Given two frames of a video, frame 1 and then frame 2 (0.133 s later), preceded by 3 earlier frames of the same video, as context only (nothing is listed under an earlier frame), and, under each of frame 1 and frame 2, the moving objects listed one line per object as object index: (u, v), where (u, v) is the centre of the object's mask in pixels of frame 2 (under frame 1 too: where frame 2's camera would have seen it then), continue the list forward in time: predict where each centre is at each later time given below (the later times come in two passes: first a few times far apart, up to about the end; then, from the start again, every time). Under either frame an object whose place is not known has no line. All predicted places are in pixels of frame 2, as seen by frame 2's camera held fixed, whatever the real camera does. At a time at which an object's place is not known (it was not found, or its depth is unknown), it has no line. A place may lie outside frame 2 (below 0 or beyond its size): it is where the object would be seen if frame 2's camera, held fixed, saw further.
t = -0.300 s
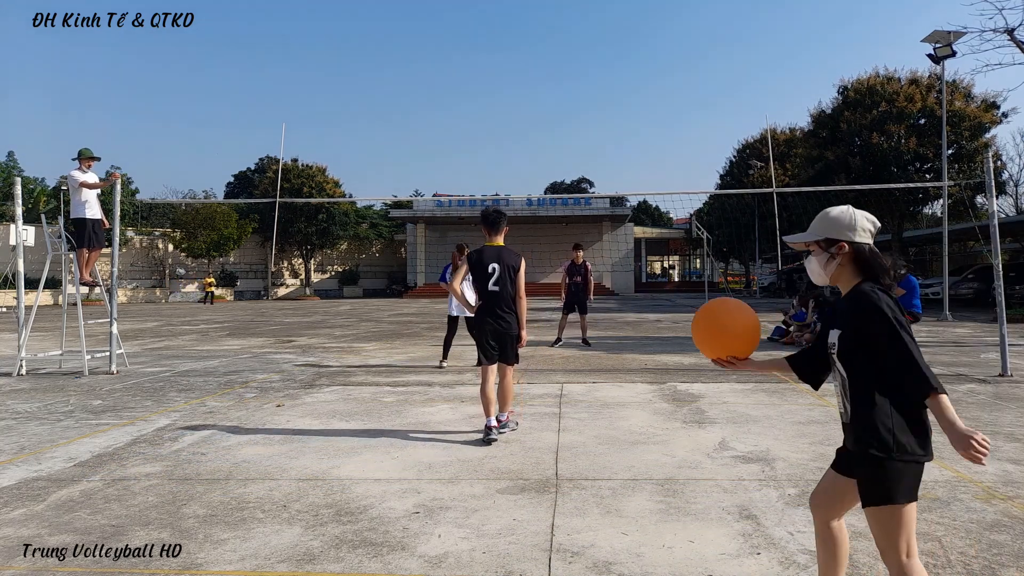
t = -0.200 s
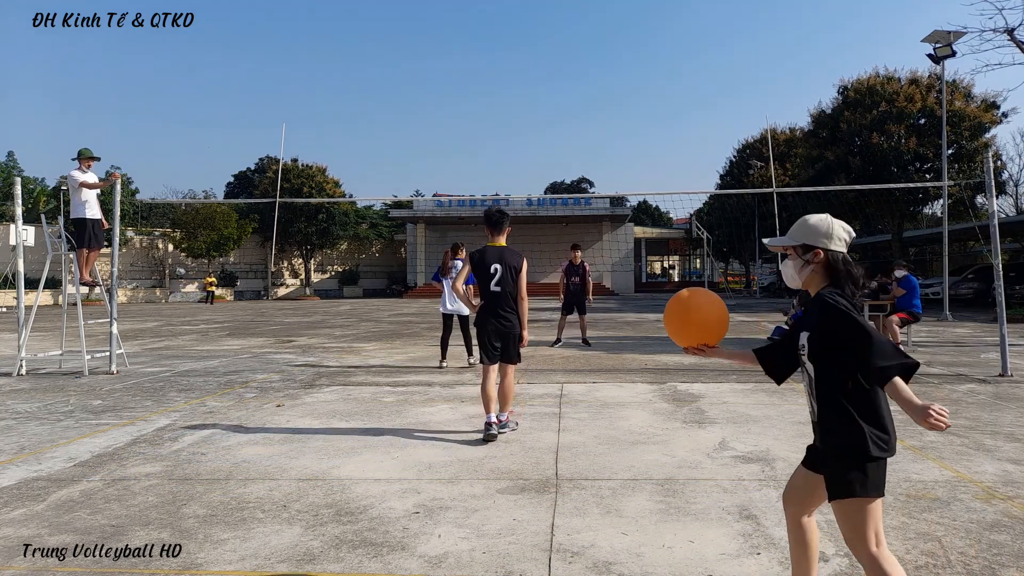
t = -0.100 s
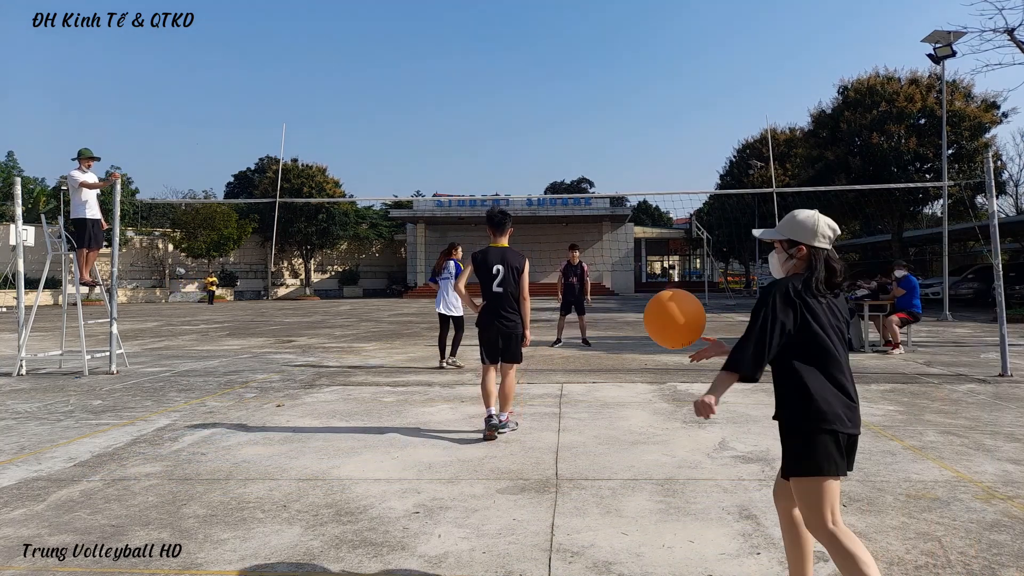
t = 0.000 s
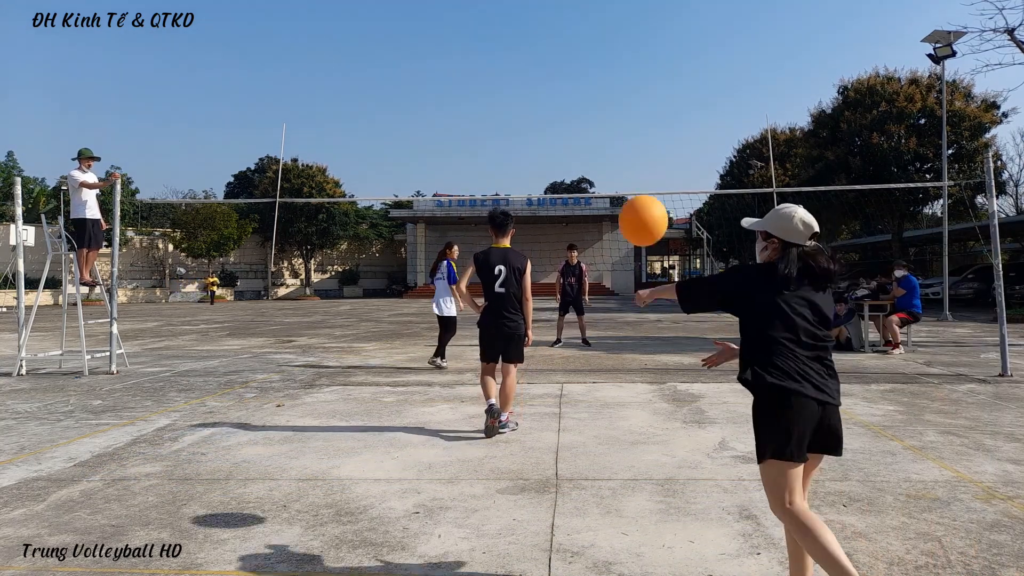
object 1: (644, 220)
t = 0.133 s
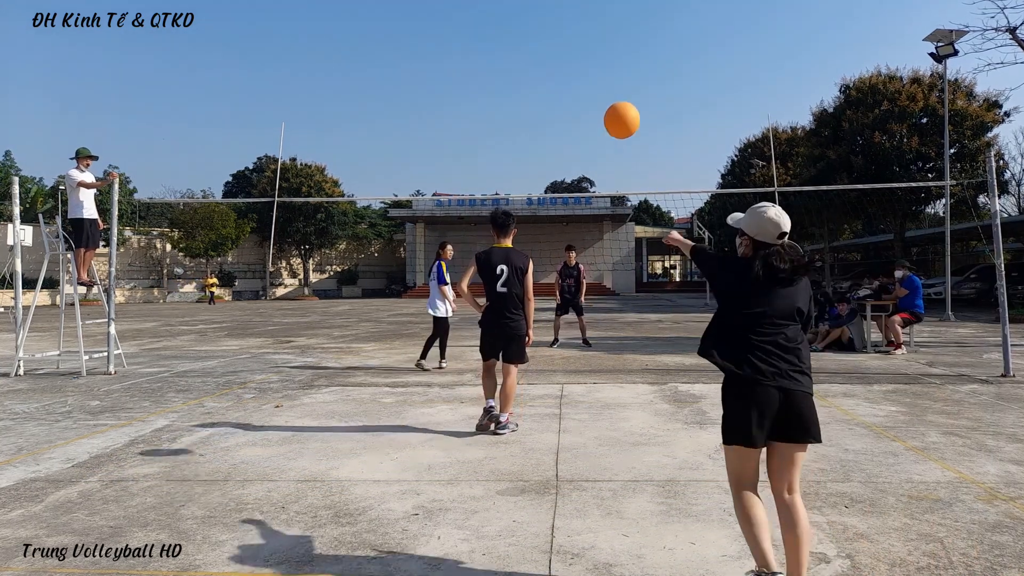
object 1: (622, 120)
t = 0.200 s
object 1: (616, 101)
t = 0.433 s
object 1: (614, 101)
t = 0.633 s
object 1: (620, 135)
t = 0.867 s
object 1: (628, 193)
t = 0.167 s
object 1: (619, 109)
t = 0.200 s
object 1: (616, 101)
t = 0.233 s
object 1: (615, 96)
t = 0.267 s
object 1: (614, 93)
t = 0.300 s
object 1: (613, 93)
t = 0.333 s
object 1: (613, 93)
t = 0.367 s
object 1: (613, 95)
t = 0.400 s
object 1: (613, 98)
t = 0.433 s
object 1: (614, 101)
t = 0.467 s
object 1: (615, 105)
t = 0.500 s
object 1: (616, 110)
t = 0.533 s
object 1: (617, 115)
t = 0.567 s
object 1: (619, 121)
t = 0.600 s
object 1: (619, 128)
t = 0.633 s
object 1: (620, 135)
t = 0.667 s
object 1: (621, 142)
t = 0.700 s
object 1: (622, 150)
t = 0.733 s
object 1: (623, 158)
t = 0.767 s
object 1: (624, 166)
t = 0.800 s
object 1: (626, 175)
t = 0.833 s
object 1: (627, 184)
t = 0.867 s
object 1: (628, 193)
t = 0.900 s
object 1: (630, 203)
